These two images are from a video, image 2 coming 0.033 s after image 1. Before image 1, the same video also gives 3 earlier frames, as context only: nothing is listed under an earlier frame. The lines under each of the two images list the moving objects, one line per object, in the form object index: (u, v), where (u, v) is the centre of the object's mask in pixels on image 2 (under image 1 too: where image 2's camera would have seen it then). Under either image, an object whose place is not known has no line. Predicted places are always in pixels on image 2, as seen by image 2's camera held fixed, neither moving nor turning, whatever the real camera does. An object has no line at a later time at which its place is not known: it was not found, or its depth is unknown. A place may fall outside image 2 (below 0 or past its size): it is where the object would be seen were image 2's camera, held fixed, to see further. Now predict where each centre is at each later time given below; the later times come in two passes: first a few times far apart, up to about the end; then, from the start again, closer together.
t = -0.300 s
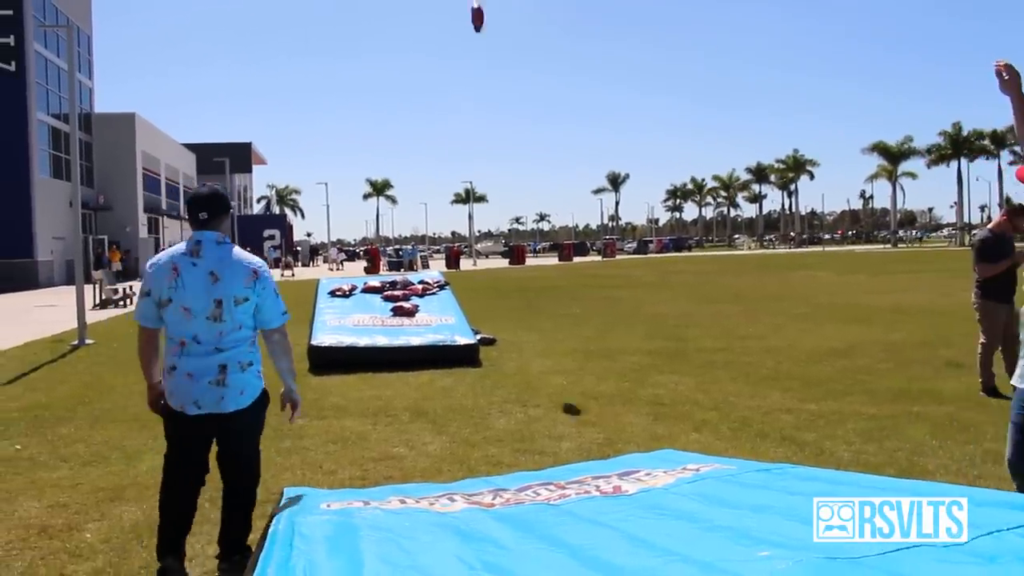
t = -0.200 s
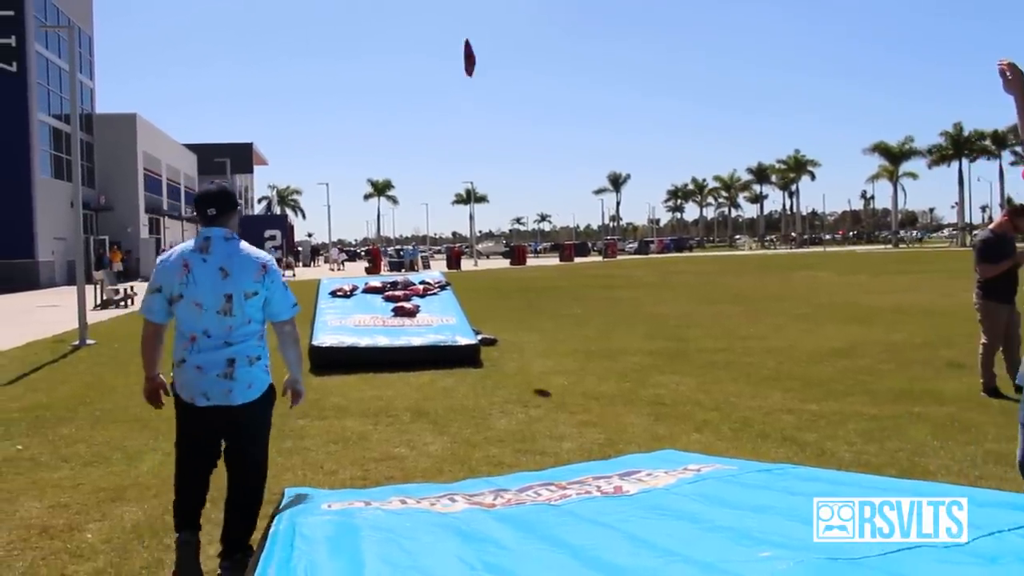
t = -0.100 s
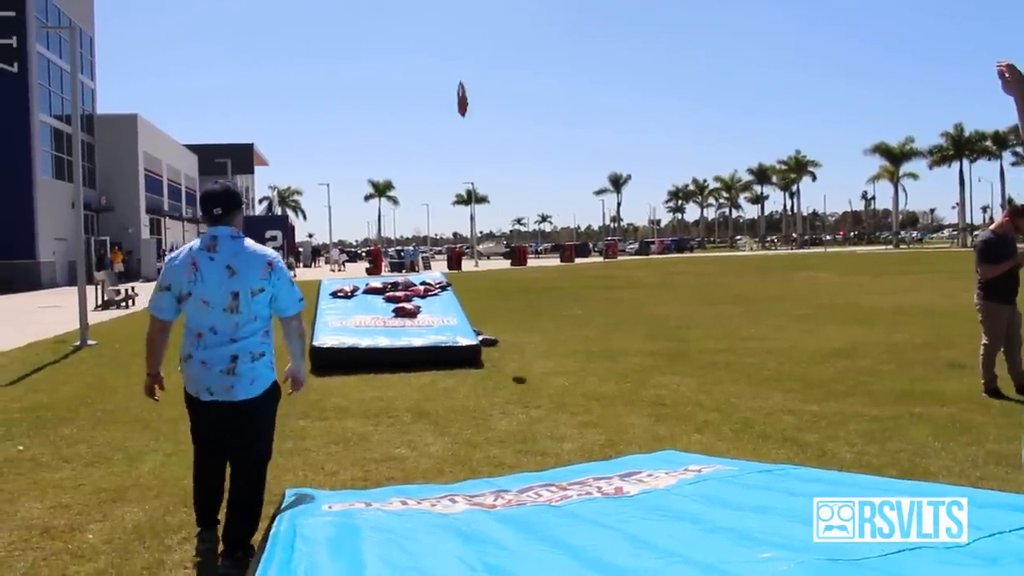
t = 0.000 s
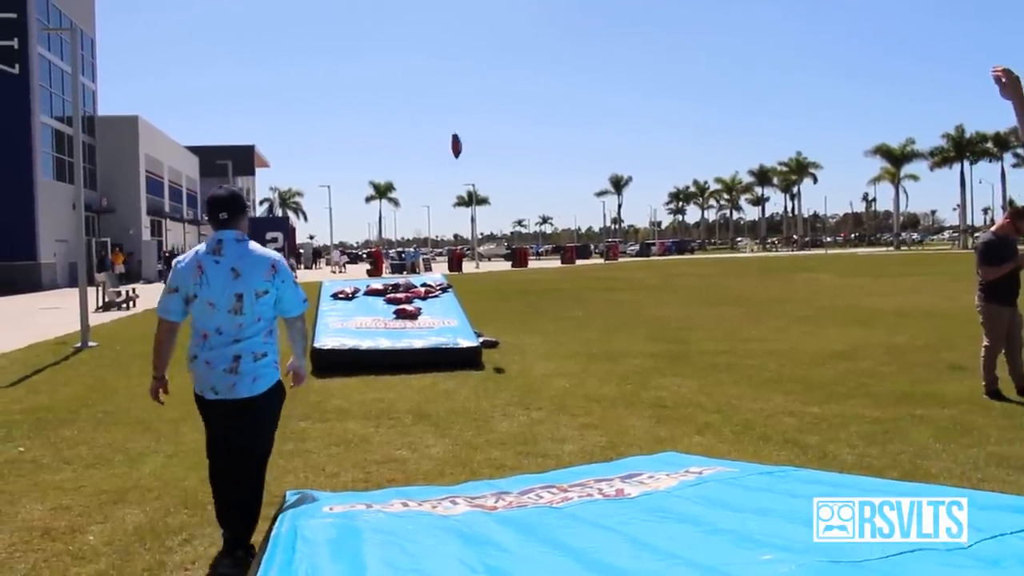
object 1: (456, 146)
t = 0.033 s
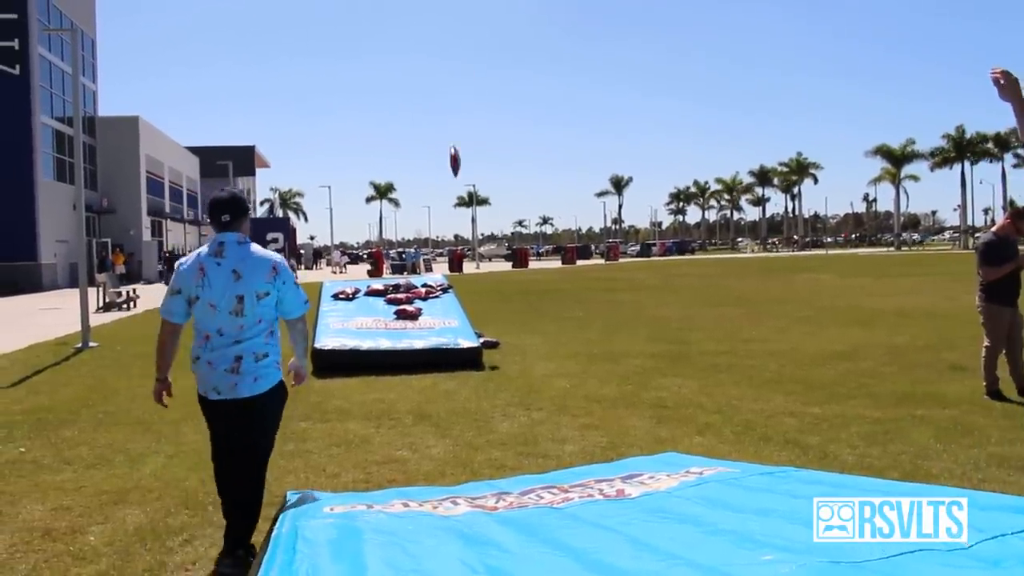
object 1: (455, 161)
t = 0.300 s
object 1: (451, 278)
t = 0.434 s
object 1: (471, 269)
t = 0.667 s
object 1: (497, 274)
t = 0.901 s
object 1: (532, 307)
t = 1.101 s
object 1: (542, 327)
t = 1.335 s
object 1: (541, 324)
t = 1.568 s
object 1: (542, 330)
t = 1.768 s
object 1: (544, 330)
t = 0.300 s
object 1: (451, 278)
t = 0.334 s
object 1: (454, 276)
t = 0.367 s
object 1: (460, 273)
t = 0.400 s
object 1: (465, 270)
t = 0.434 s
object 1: (471, 269)
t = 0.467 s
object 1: (474, 269)
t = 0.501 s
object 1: (479, 268)
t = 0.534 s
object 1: (483, 269)
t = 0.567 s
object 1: (486, 270)
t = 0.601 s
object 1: (490, 271)
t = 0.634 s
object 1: (493, 272)
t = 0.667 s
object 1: (497, 274)
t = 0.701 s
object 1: (502, 276)
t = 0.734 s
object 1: (506, 278)
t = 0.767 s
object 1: (510, 283)
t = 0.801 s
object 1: (516, 287)
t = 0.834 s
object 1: (522, 293)
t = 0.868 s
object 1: (528, 300)
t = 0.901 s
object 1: (532, 307)
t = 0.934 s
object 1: (536, 315)
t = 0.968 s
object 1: (539, 324)
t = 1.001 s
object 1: (541, 331)
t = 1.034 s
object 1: (541, 331)
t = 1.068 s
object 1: (542, 329)
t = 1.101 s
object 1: (542, 327)
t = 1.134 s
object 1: (541, 325)
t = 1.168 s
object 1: (541, 324)
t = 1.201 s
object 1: (541, 324)
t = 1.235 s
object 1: (541, 323)
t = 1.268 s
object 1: (541, 324)
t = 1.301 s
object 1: (541, 325)
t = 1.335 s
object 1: (541, 324)
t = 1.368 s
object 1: (541, 324)
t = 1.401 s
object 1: (541, 325)
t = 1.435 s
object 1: (541, 326)
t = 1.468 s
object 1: (542, 326)
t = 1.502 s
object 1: (542, 327)
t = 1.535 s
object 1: (542, 329)
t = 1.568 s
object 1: (542, 330)
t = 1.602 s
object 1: (543, 330)
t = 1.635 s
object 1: (544, 330)
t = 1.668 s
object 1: (543, 330)
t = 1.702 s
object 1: (544, 330)
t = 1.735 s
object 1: (544, 330)
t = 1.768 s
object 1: (544, 330)
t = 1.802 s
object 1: (544, 330)
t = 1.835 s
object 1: (544, 330)
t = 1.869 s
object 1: (543, 330)
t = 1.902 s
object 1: (543, 330)
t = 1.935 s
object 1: (544, 330)
